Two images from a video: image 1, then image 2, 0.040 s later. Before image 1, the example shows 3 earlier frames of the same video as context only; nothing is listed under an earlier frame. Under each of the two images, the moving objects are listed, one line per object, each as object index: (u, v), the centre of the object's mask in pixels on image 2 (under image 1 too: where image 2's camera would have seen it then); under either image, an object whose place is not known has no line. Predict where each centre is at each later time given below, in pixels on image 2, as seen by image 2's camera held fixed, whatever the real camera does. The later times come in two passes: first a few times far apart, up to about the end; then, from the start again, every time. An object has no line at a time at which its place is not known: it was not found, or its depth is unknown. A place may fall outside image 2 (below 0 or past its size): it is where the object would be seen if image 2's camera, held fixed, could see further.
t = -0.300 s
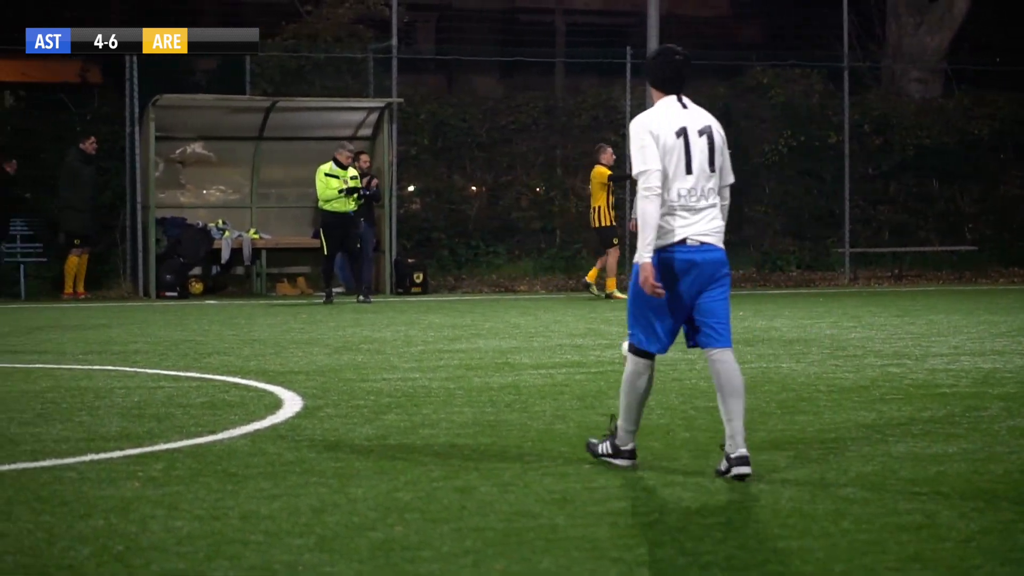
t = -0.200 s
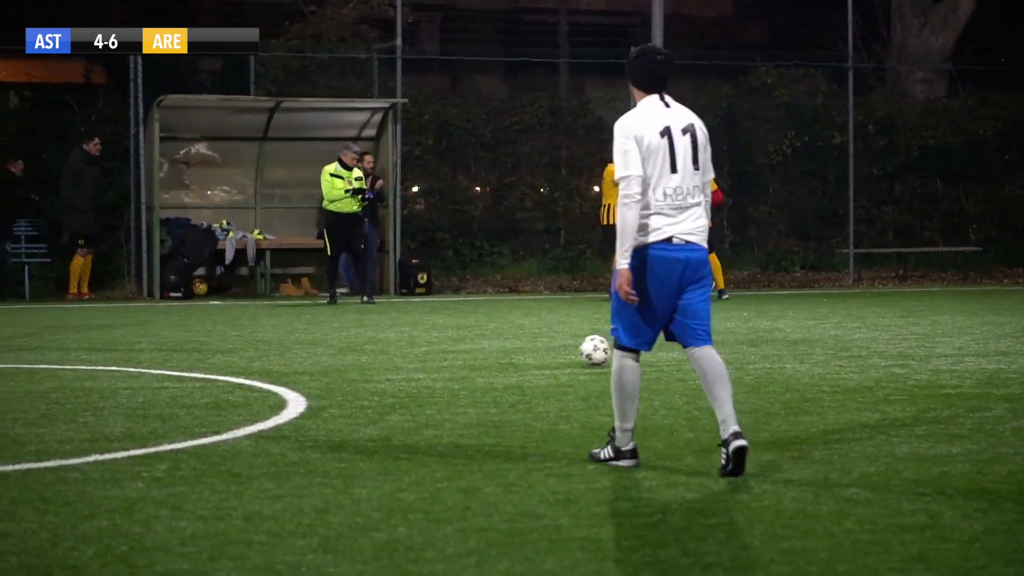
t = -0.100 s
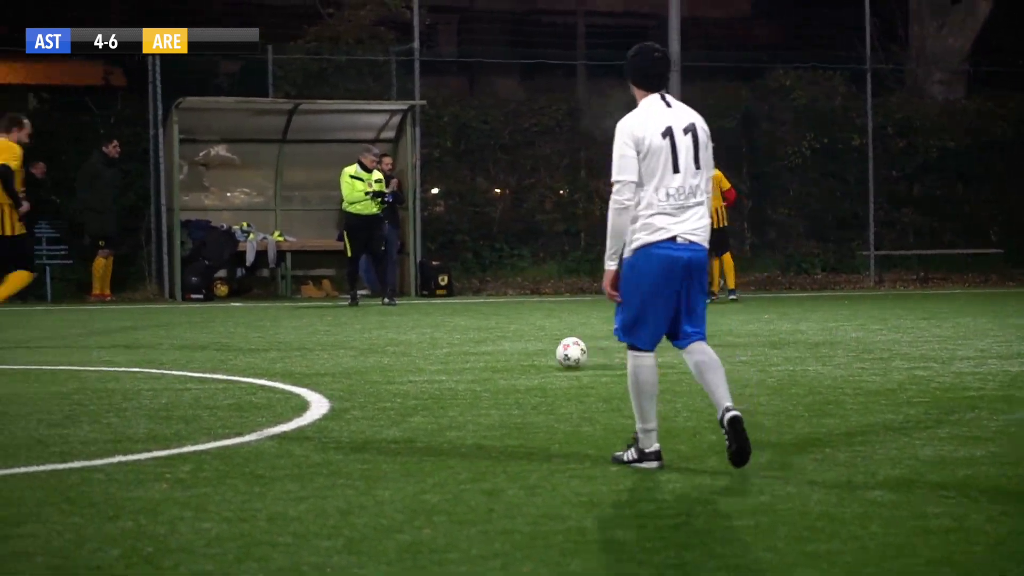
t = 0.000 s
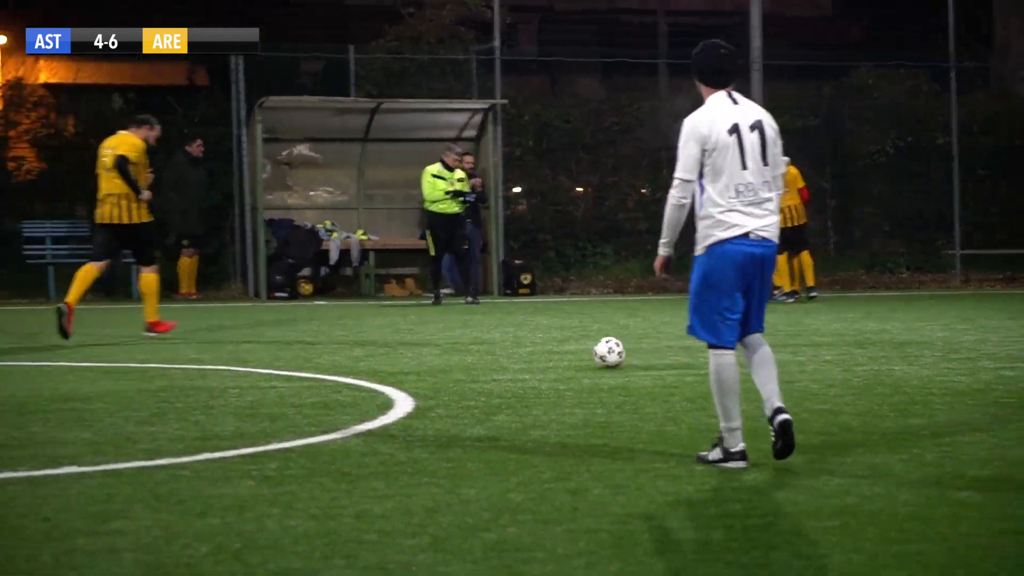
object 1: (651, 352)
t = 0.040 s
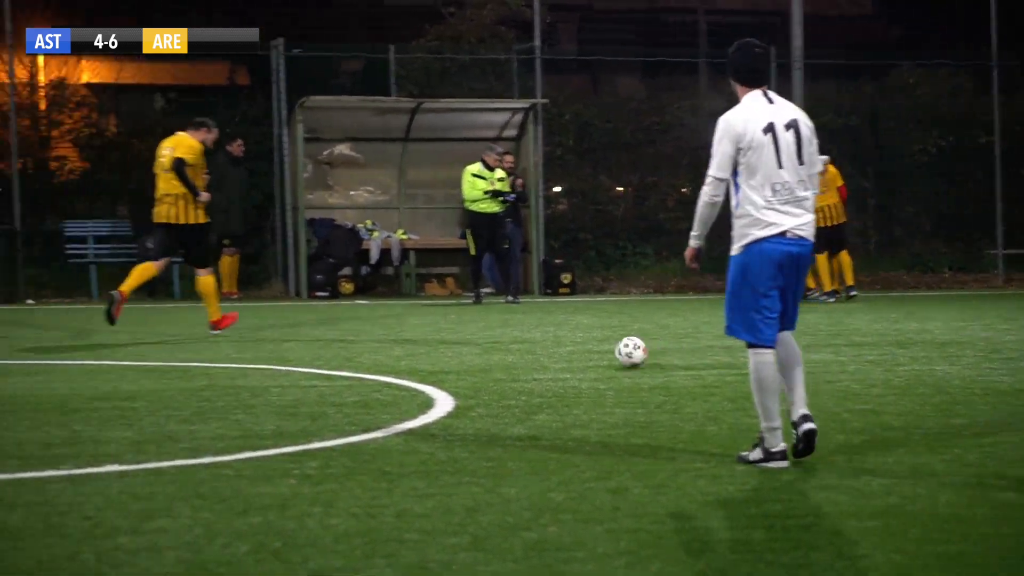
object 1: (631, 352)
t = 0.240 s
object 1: (542, 354)
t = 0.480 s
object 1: (436, 355)
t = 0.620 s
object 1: (376, 356)
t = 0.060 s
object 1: (622, 352)
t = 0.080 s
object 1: (613, 353)
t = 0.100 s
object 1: (603, 352)
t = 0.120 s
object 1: (594, 352)
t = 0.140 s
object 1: (586, 353)
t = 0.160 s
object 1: (577, 353)
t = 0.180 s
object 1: (568, 353)
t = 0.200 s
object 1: (559, 353)
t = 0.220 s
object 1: (551, 353)
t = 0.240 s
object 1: (542, 354)
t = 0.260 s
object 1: (533, 354)
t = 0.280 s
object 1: (524, 353)
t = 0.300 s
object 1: (516, 354)
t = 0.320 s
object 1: (507, 354)
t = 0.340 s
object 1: (498, 354)
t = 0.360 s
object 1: (489, 354)
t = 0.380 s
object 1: (480, 354)
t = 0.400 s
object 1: (471, 355)
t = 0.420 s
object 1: (462, 355)
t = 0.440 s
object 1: (453, 355)
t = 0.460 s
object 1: (444, 355)
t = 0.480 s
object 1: (436, 355)
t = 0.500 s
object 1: (427, 355)
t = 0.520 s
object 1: (418, 356)
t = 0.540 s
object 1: (410, 355)
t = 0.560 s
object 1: (401, 356)
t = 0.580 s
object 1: (392, 356)
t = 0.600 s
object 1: (384, 356)
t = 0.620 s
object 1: (376, 356)
